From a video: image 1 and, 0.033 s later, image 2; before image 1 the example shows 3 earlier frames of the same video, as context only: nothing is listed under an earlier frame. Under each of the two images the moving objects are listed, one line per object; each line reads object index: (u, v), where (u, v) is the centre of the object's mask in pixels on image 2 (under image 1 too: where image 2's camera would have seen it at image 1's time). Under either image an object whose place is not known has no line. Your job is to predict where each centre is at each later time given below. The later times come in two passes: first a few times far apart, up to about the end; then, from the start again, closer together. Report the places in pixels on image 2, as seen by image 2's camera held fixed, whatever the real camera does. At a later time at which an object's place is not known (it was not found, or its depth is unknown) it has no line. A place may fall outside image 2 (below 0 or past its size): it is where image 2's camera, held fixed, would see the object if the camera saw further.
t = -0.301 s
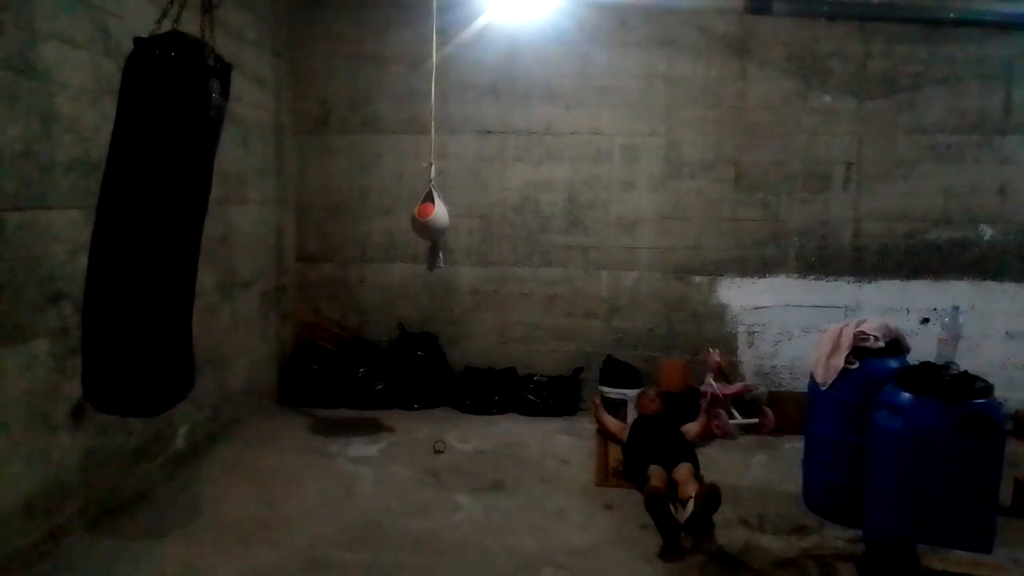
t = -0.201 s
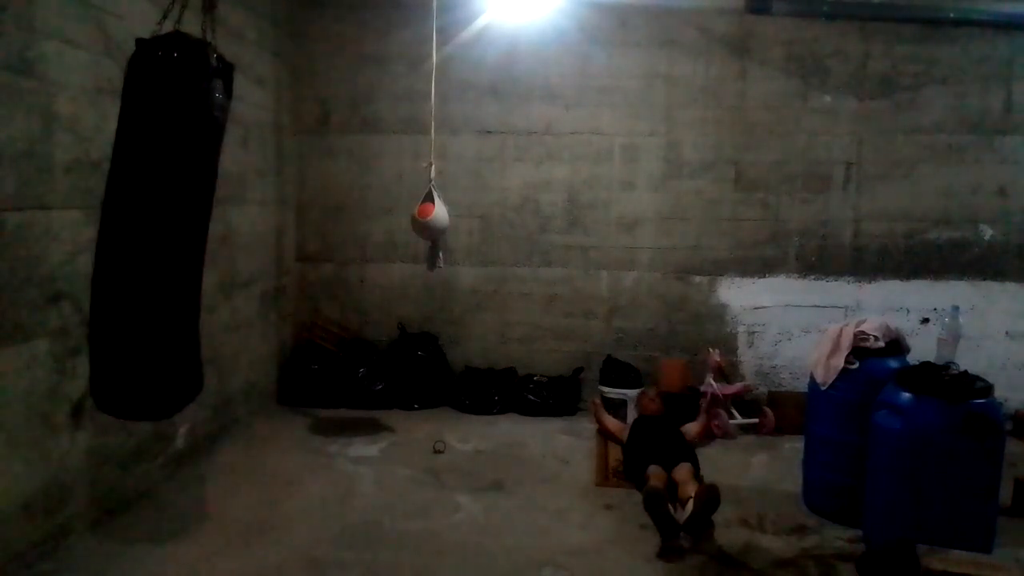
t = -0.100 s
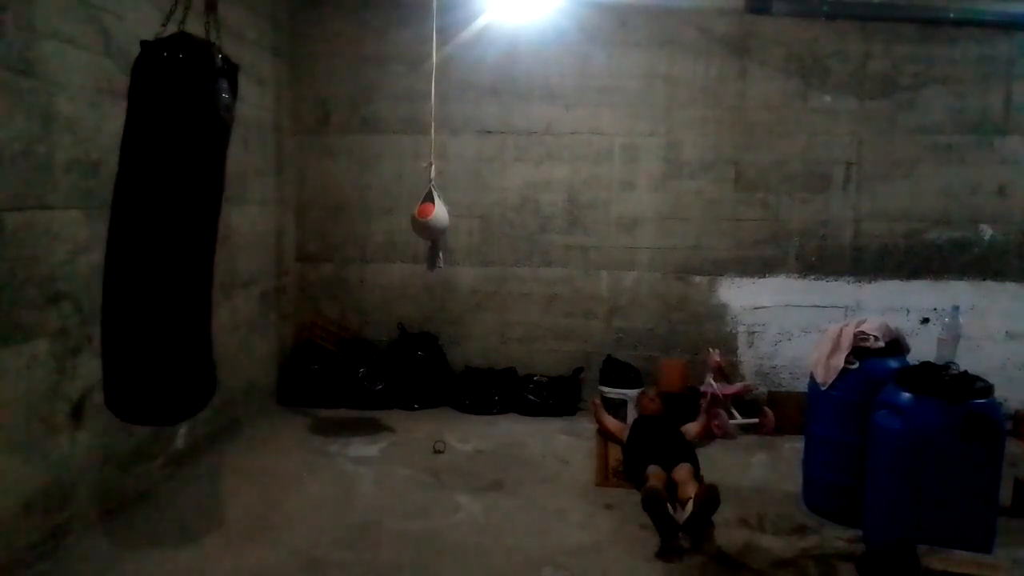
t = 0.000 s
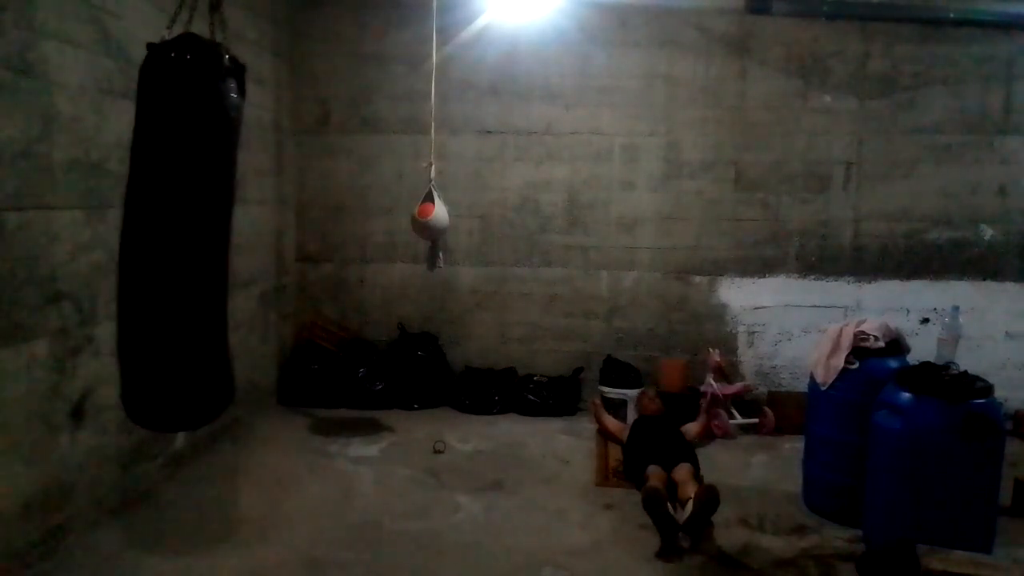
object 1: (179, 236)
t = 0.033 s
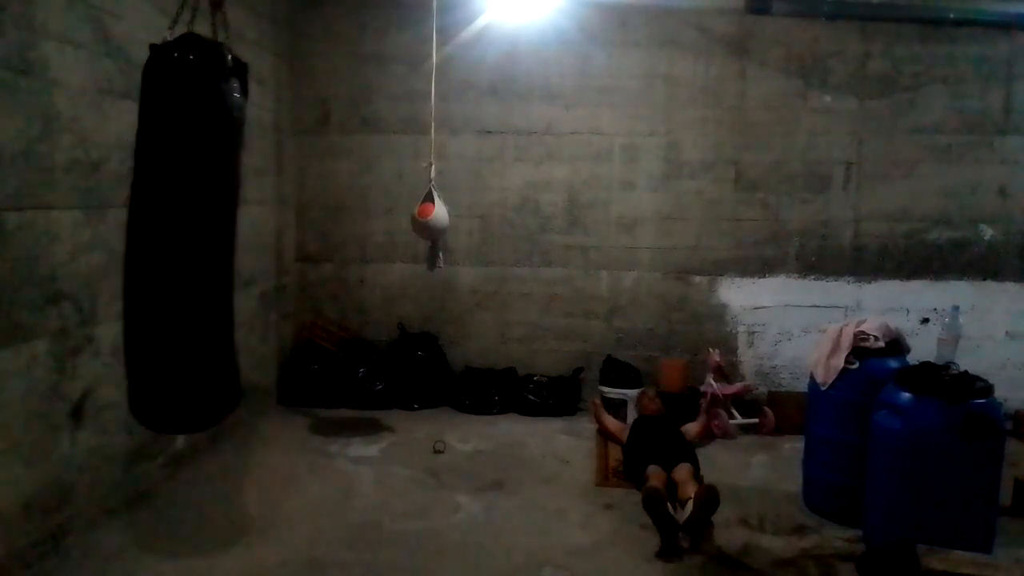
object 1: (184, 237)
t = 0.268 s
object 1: (223, 241)
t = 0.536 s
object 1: (266, 240)
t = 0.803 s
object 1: (289, 238)
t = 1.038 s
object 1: (280, 239)
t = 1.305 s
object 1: (243, 241)
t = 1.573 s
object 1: (196, 238)
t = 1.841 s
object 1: (161, 229)
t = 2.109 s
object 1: (151, 226)
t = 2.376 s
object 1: (171, 233)
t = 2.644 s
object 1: (212, 240)
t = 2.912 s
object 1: (258, 241)
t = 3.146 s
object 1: (284, 238)
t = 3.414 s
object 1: (285, 238)
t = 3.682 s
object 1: (253, 241)
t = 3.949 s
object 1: (207, 240)
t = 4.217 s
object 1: (168, 231)
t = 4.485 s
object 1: (151, 226)
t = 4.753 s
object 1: (164, 231)
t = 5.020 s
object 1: (202, 239)
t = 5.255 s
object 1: (242, 241)
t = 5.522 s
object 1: (279, 239)
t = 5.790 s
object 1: (287, 238)
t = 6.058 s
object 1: (263, 240)
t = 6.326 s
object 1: (218, 240)
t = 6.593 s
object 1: (176, 234)
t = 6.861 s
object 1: (153, 227)
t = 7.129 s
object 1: (159, 229)
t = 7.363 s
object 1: (186, 236)
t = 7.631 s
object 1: (231, 240)
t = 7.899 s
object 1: (271, 240)
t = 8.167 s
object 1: (288, 238)
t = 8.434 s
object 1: (271, 240)
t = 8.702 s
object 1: (230, 241)
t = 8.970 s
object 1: (185, 237)
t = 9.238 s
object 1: (156, 228)
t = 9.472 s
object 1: (154, 227)
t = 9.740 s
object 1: (178, 234)
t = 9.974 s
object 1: (213, 239)
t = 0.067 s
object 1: (189, 239)
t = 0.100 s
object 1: (195, 239)
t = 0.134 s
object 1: (200, 240)
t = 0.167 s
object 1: (206, 241)
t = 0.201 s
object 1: (212, 240)
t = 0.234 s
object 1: (217, 241)
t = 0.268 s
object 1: (223, 241)
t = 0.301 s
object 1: (229, 241)
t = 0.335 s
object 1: (235, 241)
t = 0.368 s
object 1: (241, 241)
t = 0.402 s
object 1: (247, 242)
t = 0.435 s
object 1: (252, 241)
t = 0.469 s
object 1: (258, 241)
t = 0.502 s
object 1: (262, 240)
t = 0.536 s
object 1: (266, 240)
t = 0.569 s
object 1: (271, 239)
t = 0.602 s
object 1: (276, 240)
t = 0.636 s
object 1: (279, 239)
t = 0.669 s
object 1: (282, 239)
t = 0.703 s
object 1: (284, 239)
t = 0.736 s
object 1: (286, 238)
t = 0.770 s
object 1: (288, 238)
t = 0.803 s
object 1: (289, 238)
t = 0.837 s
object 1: (289, 238)
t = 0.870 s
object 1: (289, 238)
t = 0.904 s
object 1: (288, 238)
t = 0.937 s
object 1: (287, 238)
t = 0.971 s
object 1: (285, 238)
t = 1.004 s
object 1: (283, 239)
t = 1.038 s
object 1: (280, 239)
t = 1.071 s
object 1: (277, 240)
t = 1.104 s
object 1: (273, 240)
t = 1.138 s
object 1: (268, 240)
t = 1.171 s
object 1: (264, 240)
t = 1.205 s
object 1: (259, 241)
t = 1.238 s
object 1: (254, 241)
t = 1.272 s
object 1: (248, 241)
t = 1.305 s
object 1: (243, 241)
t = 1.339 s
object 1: (237, 240)
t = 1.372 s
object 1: (231, 240)
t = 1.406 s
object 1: (225, 240)
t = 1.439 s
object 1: (220, 240)
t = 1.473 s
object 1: (214, 240)
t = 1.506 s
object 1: (208, 239)
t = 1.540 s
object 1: (202, 239)
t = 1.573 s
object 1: (196, 238)
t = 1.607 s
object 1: (191, 237)
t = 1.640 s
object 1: (186, 236)
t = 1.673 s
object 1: (181, 235)
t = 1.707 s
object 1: (176, 233)
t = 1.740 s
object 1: (172, 232)
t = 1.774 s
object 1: (168, 231)
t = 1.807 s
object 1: (164, 230)
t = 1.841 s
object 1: (161, 229)
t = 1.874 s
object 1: (158, 229)
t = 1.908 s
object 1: (156, 227)
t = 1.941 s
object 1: (154, 227)
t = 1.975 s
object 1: (153, 226)
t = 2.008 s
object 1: (151, 226)
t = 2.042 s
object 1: (151, 226)
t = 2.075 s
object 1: (151, 226)
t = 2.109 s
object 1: (151, 226)
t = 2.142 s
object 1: (152, 227)
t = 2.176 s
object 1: (153, 227)
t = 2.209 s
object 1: (155, 228)
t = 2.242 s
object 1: (157, 229)
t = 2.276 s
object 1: (160, 230)
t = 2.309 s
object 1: (163, 231)
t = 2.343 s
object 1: (167, 232)
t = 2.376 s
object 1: (171, 233)
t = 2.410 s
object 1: (175, 234)
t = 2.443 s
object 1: (180, 235)
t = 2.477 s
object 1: (185, 237)
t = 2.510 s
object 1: (190, 238)
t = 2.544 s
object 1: (195, 239)
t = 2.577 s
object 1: (201, 240)
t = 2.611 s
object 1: (206, 240)
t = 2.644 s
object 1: (212, 240)
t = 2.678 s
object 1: (218, 241)
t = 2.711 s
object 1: (224, 241)
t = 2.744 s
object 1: (230, 241)
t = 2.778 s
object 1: (235, 241)
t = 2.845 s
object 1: (247, 242)
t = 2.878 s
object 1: (252, 241)
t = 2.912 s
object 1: (258, 241)
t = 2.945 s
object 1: (263, 240)
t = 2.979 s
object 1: (267, 239)
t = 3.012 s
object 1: (271, 239)
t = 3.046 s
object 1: (275, 239)
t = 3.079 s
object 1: (279, 239)
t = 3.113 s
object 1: (281, 238)
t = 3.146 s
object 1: (284, 238)
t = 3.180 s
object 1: (286, 238)
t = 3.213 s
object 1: (288, 238)
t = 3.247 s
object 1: (288, 237)
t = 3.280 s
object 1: (288, 237)
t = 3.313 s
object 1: (288, 237)
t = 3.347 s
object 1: (287, 238)
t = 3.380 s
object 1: (286, 238)
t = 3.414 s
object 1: (285, 238)
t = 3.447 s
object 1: (282, 238)
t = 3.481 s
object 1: (279, 239)
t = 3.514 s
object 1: (276, 240)
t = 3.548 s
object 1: (272, 239)
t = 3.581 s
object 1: (267, 239)
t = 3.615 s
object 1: (263, 241)
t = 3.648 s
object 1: (258, 241)
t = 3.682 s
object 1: (253, 241)
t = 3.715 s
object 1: (247, 241)
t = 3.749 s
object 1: (241, 240)
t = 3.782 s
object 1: (236, 239)
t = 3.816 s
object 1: (230, 240)
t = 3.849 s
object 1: (225, 240)
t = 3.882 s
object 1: (219, 241)
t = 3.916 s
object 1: (213, 240)
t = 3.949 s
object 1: (207, 240)
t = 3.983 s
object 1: (202, 239)
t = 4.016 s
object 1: (196, 238)
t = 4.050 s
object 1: (191, 237)
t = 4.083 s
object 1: (185, 236)
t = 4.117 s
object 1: (181, 235)
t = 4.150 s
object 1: (176, 234)
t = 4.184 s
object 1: (172, 233)
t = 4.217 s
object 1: (168, 231)
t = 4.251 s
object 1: (164, 231)
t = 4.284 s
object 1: (161, 229)
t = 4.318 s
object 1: (158, 229)
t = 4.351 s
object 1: (156, 228)
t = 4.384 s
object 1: (154, 227)
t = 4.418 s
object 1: (153, 227)
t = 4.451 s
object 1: (152, 226)
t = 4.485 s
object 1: (151, 226)
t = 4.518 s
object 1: (151, 226)
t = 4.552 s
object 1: (152, 226)
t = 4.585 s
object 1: (152, 227)
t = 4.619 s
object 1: (154, 227)
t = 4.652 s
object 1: (156, 228)
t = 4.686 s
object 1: (158, 229)
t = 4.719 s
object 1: (161, 229)
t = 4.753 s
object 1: (164, 231)
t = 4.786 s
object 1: (167, 232)
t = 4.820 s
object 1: (172, 233)
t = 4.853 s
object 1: (176, 234)
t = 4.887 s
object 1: (181, 235)
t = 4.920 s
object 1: (186, 236)
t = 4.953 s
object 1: (191, 237)
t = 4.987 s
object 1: (196, 238)
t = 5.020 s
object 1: (202, 239)
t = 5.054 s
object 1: (207, 240)
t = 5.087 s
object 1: (213, 239)
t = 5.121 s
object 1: (218, 240)
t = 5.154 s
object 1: (224, 240)
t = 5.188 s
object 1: (230, 240)
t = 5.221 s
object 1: (236, 240)
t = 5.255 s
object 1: (242, 241)
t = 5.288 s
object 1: (247, 240)
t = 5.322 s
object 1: (253, 241)
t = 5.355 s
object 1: (258, 240)
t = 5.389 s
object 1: (262, 239)
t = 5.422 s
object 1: (267, 240)
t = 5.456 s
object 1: (271, 239)
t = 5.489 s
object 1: (276, 239)
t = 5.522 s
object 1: (279, 239)
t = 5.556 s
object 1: (282, 238)
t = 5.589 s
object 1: (284, 238)
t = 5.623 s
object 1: (286, 238)
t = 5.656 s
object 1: (287, 237)
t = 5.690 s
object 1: (288, 237)
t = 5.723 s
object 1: (288, 238)
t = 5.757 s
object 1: (288, 238)
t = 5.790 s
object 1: (287, 238)
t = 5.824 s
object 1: (286, 238)
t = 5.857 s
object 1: (284, 238)
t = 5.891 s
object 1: (282, 239)
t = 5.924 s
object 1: (279, 239)
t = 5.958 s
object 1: (276, 240)
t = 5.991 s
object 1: (272, 240)
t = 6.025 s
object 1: (267, 241)
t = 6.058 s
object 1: (263, 240)
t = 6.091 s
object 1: (258, 241)
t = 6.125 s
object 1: (252, 241)
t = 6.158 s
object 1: (247, 242)
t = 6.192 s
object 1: (242, 241)
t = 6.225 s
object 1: (236, 241)
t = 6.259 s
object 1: (230, 240)
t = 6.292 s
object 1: (224, 240)
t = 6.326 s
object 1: (218, 240)
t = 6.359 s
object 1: (212, 240)
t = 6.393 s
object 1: (207, 240)
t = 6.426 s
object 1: (201, 239)
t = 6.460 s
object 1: (196, 238)
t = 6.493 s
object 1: (190, 237)
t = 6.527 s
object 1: (185, 236)
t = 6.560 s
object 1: (180, 236)
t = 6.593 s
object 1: (176, 234)
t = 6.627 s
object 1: (172, 233)
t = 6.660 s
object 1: (168, 231)
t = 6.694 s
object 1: (164, 230)
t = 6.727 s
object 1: (161, 229)
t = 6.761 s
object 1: (158, 229)
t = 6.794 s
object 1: (156, 228)
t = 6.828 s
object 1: (154, 227)
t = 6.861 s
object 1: (153, 227)
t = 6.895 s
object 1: (152, 226)
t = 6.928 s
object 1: (152, 227)
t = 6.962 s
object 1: (152, 226)
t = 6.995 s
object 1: (152, 226)
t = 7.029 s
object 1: (153, 227)
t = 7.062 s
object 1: (155, 227)
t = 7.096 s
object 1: (156, 228)
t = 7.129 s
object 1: (159, 229)
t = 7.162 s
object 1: (161, 229)
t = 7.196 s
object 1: (165, 230)
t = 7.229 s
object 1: (168, 232)
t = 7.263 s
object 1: (172, 233)
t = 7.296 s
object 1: (177, 234)
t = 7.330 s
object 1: (181, 235)
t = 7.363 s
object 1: (186, 236)
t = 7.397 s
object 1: (191, 237)
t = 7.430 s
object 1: (197, 238)
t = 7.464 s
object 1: (202, 239)
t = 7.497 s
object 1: (208, 240)
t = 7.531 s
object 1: (213, 239)
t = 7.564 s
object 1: (219, 240)
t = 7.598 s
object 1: (225, 240)
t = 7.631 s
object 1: (231, 240)
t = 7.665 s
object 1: (236, 240)
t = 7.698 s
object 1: (242, 242)
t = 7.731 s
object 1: (248, 241)
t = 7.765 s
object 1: (253, 241)
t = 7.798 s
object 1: (258, 240)
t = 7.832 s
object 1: (262, 239)
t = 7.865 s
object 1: (267, 239)
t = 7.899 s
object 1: (271, 240)
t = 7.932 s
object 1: (275, 239)
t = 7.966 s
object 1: (278, 239)
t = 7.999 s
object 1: (281, 239)
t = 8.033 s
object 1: (283, 238)
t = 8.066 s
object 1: (285, 238)
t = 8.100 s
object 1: (287, 238)
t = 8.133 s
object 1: (288, 238)
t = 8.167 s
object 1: (288, 238)
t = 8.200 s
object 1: (288, 238)
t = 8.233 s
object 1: (287, 238)
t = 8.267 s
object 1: (285, 239)
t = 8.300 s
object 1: (283, 239)
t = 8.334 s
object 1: (281, 240)
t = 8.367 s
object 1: (278, 240)
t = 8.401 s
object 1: (275, 241)
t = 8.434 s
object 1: (271, 240)
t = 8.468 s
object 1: (266, 240)
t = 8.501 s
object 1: (262, 241)
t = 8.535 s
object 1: (257, 242)
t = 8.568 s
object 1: (252, 242)
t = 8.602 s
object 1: (247, 242)
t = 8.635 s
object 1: (241, 242)
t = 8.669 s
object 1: (235, 241)
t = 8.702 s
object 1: (230, 241)
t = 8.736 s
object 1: (224, 241)
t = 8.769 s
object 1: (218, 241)
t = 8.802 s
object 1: (212, 241)
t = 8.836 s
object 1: (206, 240)
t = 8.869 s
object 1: (201, 240)
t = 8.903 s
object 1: (195, 239)
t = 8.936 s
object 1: (190, 238)
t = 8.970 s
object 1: (185, 237)
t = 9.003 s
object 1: (180, 236)
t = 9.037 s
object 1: (176, 235)
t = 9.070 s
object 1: (172, 233)
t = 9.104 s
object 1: (168, 232)
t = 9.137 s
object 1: (164, 231)
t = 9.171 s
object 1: (161, 230)
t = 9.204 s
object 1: (159, 229)
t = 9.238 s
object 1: (156, 228)
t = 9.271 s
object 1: (155, 228)
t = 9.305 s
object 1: (153, 227)
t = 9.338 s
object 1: (153, 227)
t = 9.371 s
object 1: (153, 227)
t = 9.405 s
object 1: (153, 227)
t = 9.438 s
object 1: (153, 226)
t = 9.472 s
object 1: (154, 227)
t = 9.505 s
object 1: (155, 227)
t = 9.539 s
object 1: (157, 228)
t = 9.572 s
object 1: (160, 229)
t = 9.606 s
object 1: (163, 229)
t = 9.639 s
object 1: (166, 231)
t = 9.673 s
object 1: (169, 232)
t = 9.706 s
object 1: (173, 233)
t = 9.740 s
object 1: (178, 234)
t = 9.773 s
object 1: (182, 235)
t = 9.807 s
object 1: (187, 236)
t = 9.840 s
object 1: (192, 238)
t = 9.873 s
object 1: (197, 239)
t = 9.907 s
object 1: (203, 239)
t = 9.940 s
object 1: (208, 239)
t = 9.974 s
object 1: (213, 239)
